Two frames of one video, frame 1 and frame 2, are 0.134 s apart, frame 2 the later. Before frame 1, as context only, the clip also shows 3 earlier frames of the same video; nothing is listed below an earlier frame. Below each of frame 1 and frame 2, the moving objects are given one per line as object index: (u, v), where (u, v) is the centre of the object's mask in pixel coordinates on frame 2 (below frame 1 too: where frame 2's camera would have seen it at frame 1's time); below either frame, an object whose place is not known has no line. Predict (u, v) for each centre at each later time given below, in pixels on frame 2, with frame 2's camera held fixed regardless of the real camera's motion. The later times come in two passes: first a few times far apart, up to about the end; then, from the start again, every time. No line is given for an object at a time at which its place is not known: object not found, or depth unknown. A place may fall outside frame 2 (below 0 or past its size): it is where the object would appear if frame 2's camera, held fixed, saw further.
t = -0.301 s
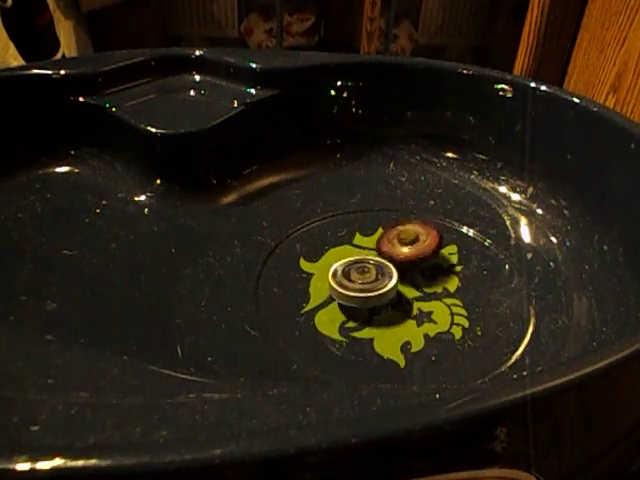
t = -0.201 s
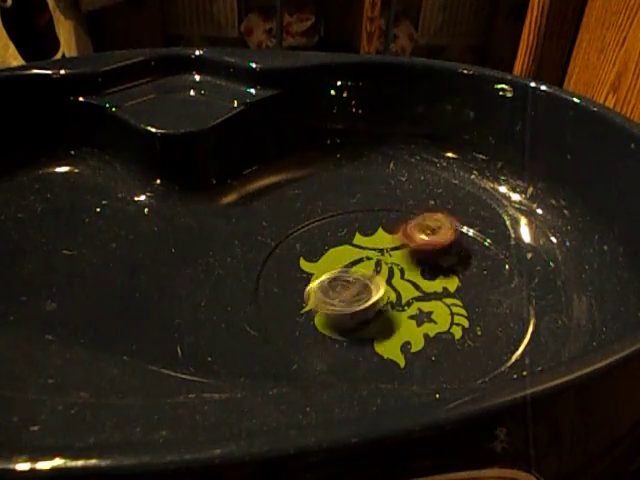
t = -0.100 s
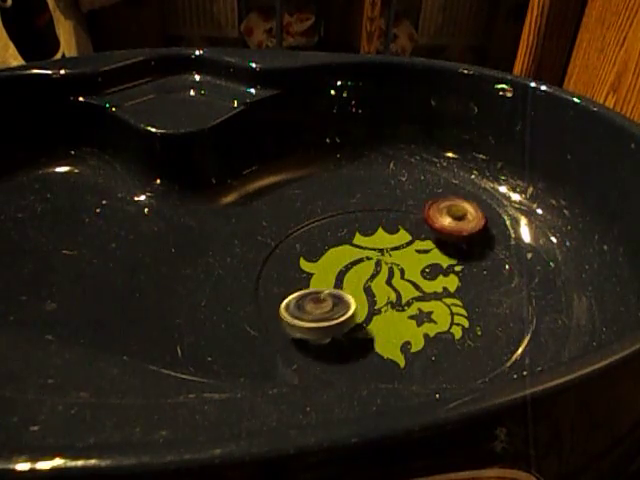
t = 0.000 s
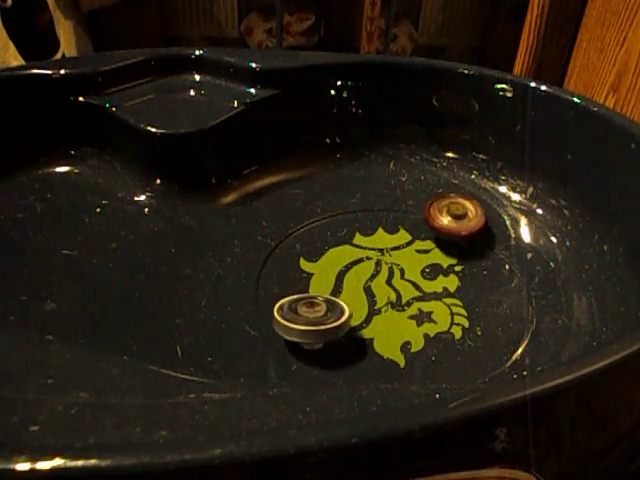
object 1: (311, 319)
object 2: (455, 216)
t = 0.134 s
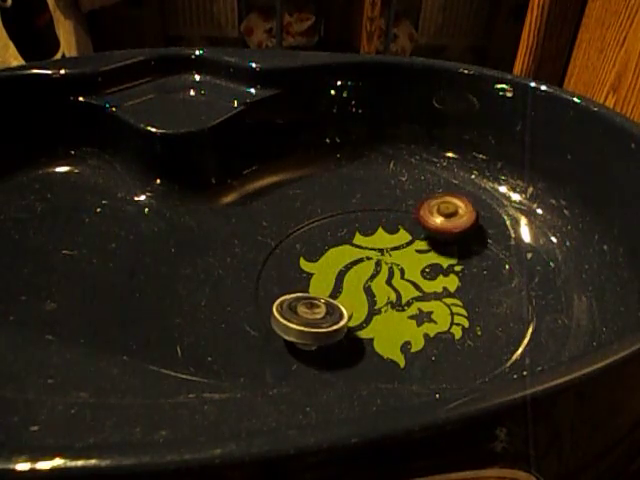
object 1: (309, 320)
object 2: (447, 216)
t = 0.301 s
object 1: (307, 313)
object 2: (430, 220)
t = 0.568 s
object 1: (311, 291)
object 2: (396, 226)
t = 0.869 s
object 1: (337, 269)
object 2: (360, 225)
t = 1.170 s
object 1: (359, 276)
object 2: (360, 201)
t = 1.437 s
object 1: (378, 277)
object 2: (372, 215)
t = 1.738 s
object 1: (388, 293)
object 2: (368, 230)
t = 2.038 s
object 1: (387, 298)
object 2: (334, 237)
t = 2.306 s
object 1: (375, 293)
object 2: (317, 232)
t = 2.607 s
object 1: (361, 278)
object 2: (323, 232)
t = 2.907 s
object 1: (431, 349)
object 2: (340, 164)
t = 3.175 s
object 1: (457, 339)
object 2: (375, 227)
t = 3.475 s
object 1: (440, 345)
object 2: (474, 261)
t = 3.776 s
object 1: (406, 324)
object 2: (424, 216)
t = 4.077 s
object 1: (378, 275)
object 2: (276, 269)
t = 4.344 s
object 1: (363, 226)
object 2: (371, 309)
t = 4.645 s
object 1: (372, 221)
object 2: (376, 270)
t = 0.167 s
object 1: (308, 319)
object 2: (444, 217)
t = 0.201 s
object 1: (308, 318)
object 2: (441, 217)
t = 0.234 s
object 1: (308, 317)
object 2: (438, 218)
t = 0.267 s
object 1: (307, 315)
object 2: (433, 220)
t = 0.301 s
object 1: (307, 313)
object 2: (430, 220)
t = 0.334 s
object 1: (307, 311)
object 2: (427, 221)
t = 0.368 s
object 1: (307, 308)
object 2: (423, 222)
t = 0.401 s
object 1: (307, 306)
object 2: (420, 223)
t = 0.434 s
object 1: (307, 303)
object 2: (414, 224)
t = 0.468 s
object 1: (308, 300)
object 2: (410, 224)
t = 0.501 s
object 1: (309, 297)
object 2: (406, 225)
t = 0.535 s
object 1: (310, 294)
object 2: (400, 225)
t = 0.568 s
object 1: (311, 291)
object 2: (396, 226)
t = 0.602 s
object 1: (313, 288)
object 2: (392, 227)
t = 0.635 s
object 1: (314, 285)
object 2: (388, 227)
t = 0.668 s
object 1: (316, 282)
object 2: (384, 228)
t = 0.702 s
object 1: (319, 279)
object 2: (379, 228)
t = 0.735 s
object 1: (322, 277)
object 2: (376, 228)
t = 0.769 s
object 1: (325, 275)
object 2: (371, 228)
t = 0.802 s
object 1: (329, 273)
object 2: (367, 226)
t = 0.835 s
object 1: (332, 271)
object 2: (363, 226)
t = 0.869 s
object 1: (337, 269)
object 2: (360, 225)
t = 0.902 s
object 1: (340, 268)
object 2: (356, 223)
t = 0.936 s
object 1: (342, 269)
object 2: (356, 218)
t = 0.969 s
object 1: (343, 273)
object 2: (358, 211)
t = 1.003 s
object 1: (345, 275)
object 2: (358, 205)
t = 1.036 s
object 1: (348, 276)
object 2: (359, 202)
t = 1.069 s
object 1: (351, 277)
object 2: (360, 200)
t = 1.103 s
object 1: (353, 277)
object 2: (360, 199)
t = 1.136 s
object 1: (357, 276)
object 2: (360, 200)
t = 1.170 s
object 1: (359, 276)
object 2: (360, 201)
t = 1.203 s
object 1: (362, 276)
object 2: (361, 203)
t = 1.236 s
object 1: (365, 277)
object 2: (362, 203)
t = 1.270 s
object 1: (367, 276)
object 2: (363, 206)
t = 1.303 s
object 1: (370, 276)
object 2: (365, 207)
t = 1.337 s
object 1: (372, 277)
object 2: (366, 208)
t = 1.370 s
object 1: (374, 277)
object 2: (369, 210)
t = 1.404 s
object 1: (376, 277)
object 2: (370, 212)
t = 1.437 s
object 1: (378, 277)
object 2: (372, 215)
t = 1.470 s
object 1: (380, 278)
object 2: (374, 218)
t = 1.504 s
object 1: (382, 278)
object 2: (374, 221)
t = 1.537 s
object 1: (383, 278)
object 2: (377, 226)
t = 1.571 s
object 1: (385, 278)
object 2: (376, 229)
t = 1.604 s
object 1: (386, 279)
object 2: (375, 232)
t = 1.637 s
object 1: (387, 280)
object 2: (374, 234)
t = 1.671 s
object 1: (389, 286)
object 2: (371, 233)
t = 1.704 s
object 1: (389, 291)
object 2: (370, 230)
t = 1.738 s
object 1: (388, 293)
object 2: (368, 230)
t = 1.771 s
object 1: (388, 295)
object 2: (365, 232)
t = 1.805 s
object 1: (388, 296)
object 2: (362, 233)
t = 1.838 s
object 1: (387, 297)
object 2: (358, 236)
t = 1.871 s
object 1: (387, 297)
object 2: (354, 235)
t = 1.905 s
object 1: (387, 298)
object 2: (350, 236)
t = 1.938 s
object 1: (387, 298)
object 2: (346, 236)
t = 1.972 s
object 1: (387, 298)
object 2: (342, 236)
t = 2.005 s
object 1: (387, 298)
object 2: (338, 237)
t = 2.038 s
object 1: (387, 298)
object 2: (334, 237)
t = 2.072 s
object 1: (386, 298)
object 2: (331, 237)
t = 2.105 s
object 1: (385, 298)
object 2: (328, 236)
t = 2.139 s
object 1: (384, 298)
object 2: (324, 236)
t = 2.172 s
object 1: (383, 297)
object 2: (322, 235)
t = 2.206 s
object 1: (382, 297)
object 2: (320, 234)
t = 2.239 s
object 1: (380, 296)
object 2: (319, 233)
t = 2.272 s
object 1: (377, 294)
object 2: (317, 232)
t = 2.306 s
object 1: (375, 293)
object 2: (317, 232)
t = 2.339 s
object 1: (372, 292)
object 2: (316, 231)
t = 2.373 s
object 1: (370, 291)
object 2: (316, 231)
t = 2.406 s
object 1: (368, 289)
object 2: (316, 230)
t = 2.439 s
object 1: (366, 287)
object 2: (317, 231)
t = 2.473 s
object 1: (365, 285)
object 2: (317, 231)
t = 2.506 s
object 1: (364, 284)
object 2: (318, 231)
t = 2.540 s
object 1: (363, 282)
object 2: (320, 231)
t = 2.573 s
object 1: (362, 280)
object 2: (322, 232)
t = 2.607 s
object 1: (361, 278)
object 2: (323, 232)
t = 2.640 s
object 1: (361, 277)
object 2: (325, 233)
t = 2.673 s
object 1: (368, 288)
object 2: (323, 216)
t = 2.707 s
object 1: (378, 306)
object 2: (320, 190)
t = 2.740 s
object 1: (387, 322)
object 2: (321, 176)
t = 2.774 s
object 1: (395, 334)
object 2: (324, 166)
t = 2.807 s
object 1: (403, 341)
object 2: (328, 157)
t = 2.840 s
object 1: (412, 346)
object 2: (332, 158)
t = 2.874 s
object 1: (421, 349)
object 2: (337, 159)
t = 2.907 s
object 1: (431, 349)
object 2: (340, 164)
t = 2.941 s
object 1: (438, 349)
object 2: (344, 170)
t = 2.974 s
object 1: (444, 349)
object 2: (348, 178)
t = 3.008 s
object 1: (449, 348)
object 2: (353, 184)
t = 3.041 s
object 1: (453, 348)
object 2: (356, 192)
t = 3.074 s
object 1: (455, 346)
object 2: (359, 199)
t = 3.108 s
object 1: (456, 344)
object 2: (363, 208)
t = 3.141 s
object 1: (457, 342)
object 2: (369, 218)
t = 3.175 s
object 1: (457, 339)
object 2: (375, 227)
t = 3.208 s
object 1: (456, 336)
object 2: (381, 237)
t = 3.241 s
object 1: (455, 334)
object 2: (388, 247)
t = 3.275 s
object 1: (454, 331)
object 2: (398, 258)
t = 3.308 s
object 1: (453, 329)
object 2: (407, 269)
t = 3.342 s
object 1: (452, 327)
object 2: (417, 279)
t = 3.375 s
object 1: (450, 328)
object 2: (427, 280)
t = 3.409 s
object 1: (447, 336)
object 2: (444, 272)
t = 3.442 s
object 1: (443, 343)
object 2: (460, 270)
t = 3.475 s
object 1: (440, 345)
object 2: (474, 261)
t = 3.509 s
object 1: (435, 345)
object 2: (484, 255)
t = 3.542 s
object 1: (432, 343)
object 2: (492, 246)
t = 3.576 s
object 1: (427, 340)
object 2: (496, 236)
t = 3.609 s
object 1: (423, 338)
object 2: (495, 232)
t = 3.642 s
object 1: (419, 336)
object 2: (490, 227)
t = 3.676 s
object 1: (415, 332)
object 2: (482, 224)
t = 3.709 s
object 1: (412, 329)
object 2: (463, 219)
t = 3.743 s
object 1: (409, 327)
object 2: (445, 217)
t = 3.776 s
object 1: (406, 324)
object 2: (424, 216)
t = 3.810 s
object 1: (404, 320)
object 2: (403, 216)
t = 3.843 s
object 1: (402, 317)
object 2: (385, 227)
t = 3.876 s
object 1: (399, 314)
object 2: (362, 224)
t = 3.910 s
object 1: (394, 307)
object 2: (343, 227)
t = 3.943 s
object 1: (390, 300)
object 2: (324, 232)
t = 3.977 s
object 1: (387, 295)
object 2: (308, 236)
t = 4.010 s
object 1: (383, 287)
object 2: (298, 249)
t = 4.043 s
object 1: (380, 282)
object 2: (284, 258)
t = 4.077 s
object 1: (378, 275)
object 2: (276, 269)
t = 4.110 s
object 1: (373, 267)
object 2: (274, 279)
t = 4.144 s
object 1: (369, 259)
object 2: (282, 292)
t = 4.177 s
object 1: (367, 252)
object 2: (293, 301)
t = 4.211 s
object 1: (365, 245)
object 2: (309, 309)
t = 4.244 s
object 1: (364, 240)
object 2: (326, 314)
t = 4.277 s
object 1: (363, 235)
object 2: (344, 314)
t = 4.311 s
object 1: (363, 230)
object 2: (358, 313)
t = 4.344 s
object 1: (363, 226)
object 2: (371, 309)
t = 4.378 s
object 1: (363, 223)
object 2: (382, 306)
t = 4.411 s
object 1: (364, 221)
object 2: (387, 301)
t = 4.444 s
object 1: (366, 220)
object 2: (392, 295)
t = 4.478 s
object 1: (366, 220)
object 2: (393, 288)
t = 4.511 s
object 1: (366, 218)
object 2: (397, 293)
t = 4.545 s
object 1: (367, 218)
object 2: (395, 289)
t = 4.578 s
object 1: (369, 219)
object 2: (386, 277)
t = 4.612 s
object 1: (370, 220)
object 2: (380, 271)
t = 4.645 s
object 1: (372, 221)
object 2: (376, 270)
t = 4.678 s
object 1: (373, 223)
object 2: (370, 273)
